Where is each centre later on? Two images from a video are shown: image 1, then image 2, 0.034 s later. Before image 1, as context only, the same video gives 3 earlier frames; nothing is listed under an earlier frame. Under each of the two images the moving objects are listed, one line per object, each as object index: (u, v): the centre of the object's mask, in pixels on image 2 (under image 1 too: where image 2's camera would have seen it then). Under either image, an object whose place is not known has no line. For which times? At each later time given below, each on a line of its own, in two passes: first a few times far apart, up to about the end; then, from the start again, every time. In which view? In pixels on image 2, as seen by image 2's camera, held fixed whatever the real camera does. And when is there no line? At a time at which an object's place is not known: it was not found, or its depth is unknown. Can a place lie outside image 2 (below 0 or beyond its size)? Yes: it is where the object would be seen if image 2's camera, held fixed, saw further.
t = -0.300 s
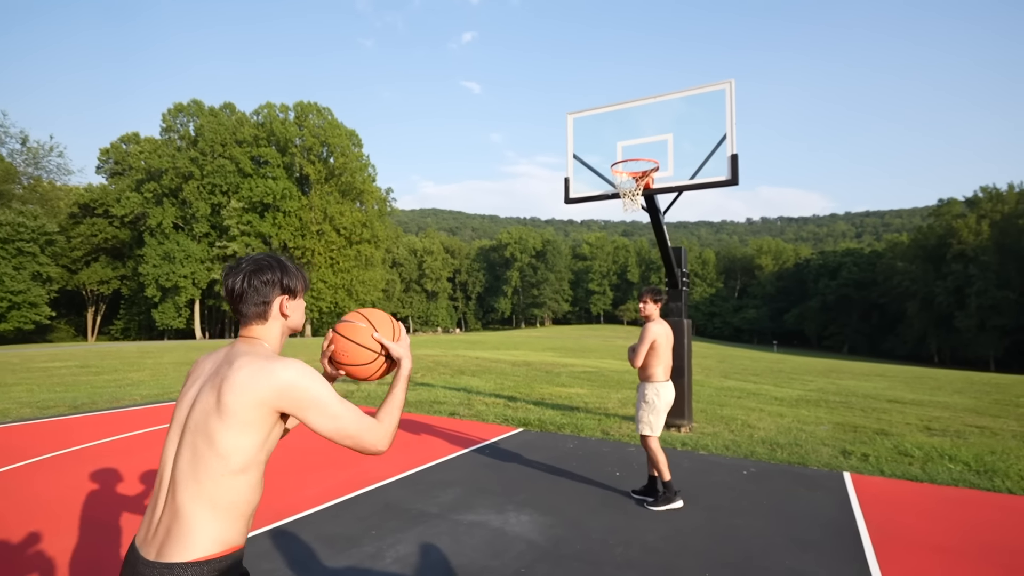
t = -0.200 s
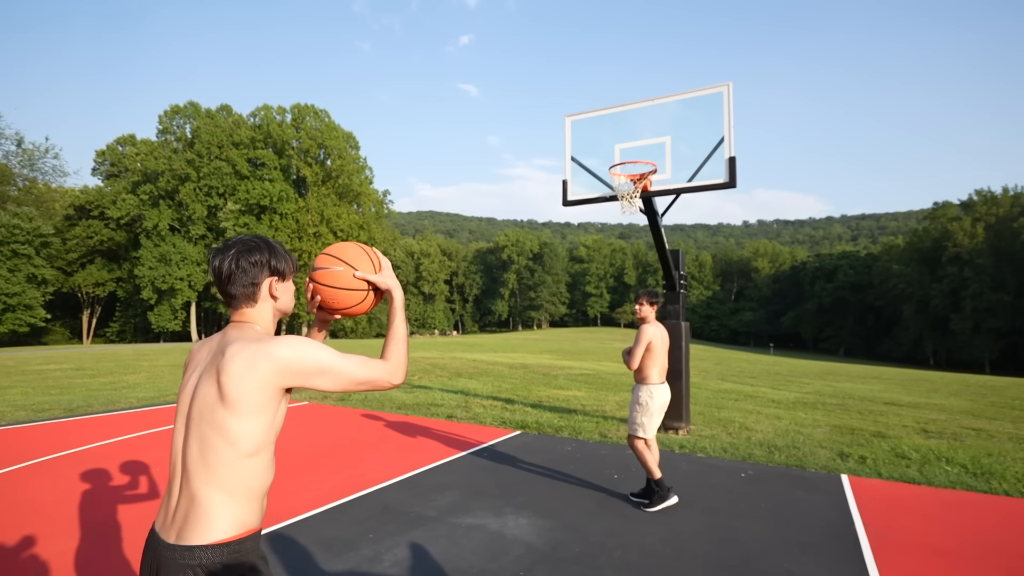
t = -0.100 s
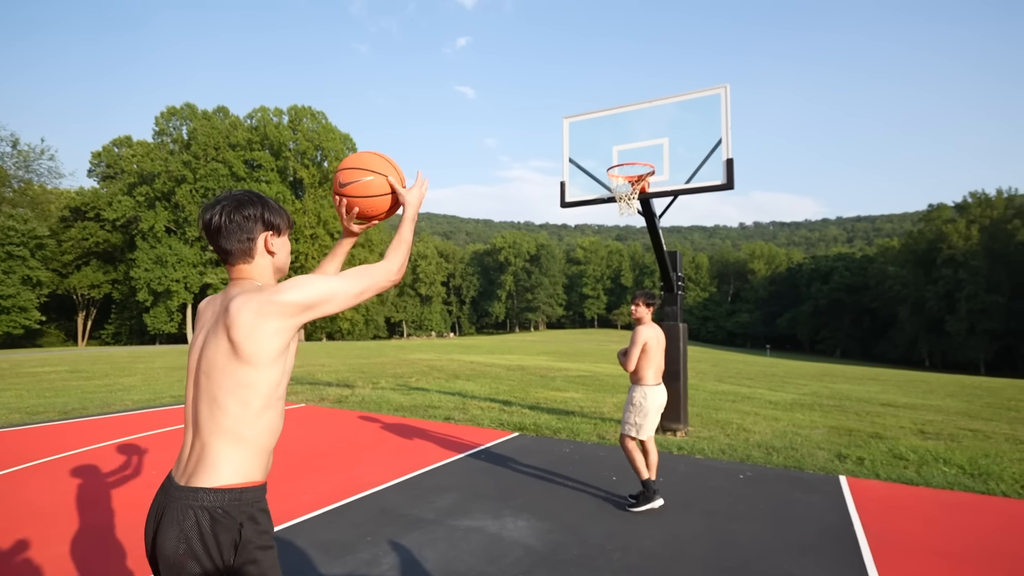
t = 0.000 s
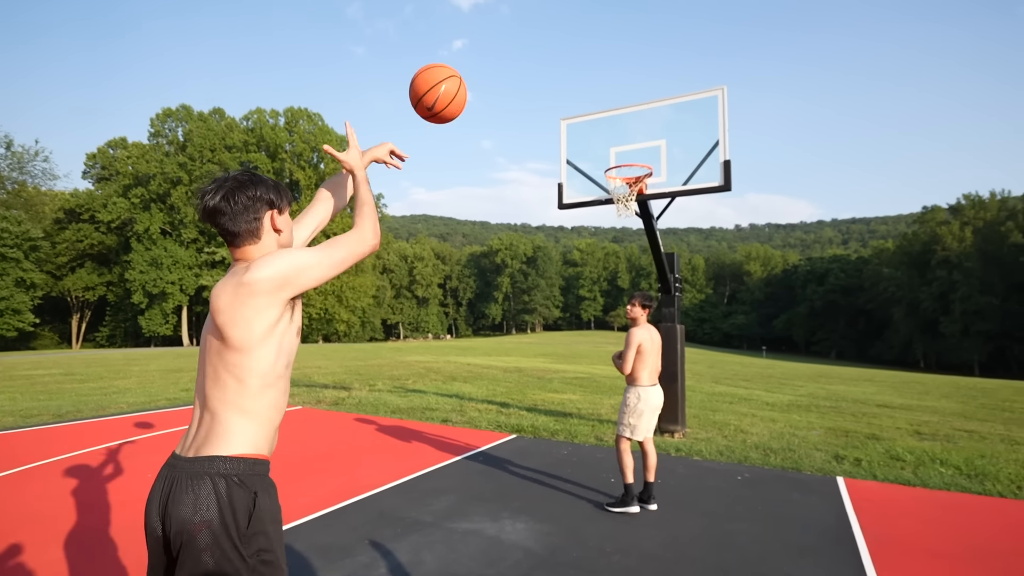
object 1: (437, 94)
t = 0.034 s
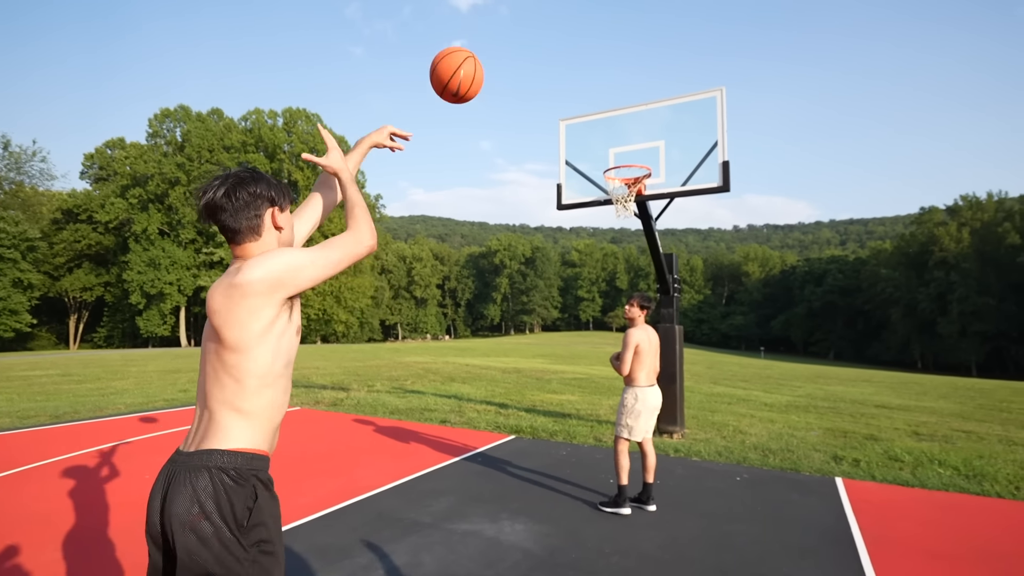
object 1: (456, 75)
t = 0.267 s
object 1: (543, 35)
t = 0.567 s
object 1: (593, 98)
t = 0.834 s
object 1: (626, 164)
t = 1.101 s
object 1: (663, 146)
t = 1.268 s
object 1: (685, 166)
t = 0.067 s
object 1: (474, 61)
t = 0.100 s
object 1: (489, 50)
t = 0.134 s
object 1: (502, 42)
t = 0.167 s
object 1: (514, 37)
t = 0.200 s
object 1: (525, 34)
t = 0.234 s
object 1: (534, 34)
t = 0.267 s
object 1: (543, 35)
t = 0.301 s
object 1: (551, 38)
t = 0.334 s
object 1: (558, 42)
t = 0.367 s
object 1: (564, 47)
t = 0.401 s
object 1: (569, 54)
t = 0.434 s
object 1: (575, 61)
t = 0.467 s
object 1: (580, 69)
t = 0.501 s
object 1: (585, 78)
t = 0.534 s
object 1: (589, 88)
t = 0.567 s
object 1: (593, 98)
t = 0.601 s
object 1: (597, 108)
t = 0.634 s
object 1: (601, 119)
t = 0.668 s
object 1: (604, 131)
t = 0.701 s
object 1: (607, 143)
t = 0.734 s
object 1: (610, 155)
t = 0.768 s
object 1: (613, 167)
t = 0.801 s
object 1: (619, 167)
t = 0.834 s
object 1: (626, 164)
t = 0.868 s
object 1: (633, 162)
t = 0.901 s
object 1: (640, 158)
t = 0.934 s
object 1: (644, 155)
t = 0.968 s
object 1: (647, 151)
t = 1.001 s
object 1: (651, 149)
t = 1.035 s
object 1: (654, 147)
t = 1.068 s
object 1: (658, 146)
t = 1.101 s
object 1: (663, 146)
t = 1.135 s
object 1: (667, 148)
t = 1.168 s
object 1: (671, 151)
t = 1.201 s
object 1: (676, 155)
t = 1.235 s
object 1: (680, 160)
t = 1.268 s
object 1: (685, 166)
